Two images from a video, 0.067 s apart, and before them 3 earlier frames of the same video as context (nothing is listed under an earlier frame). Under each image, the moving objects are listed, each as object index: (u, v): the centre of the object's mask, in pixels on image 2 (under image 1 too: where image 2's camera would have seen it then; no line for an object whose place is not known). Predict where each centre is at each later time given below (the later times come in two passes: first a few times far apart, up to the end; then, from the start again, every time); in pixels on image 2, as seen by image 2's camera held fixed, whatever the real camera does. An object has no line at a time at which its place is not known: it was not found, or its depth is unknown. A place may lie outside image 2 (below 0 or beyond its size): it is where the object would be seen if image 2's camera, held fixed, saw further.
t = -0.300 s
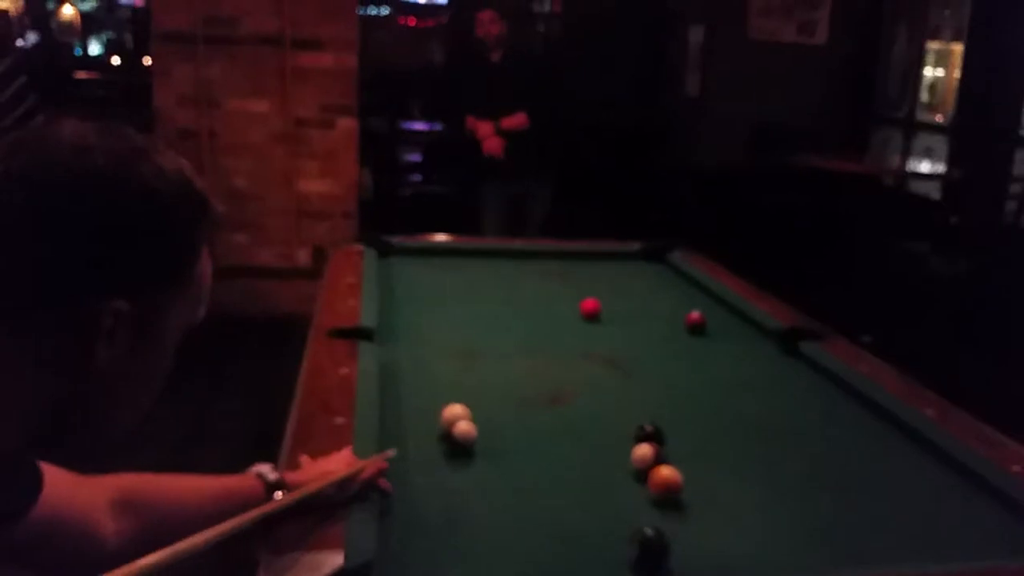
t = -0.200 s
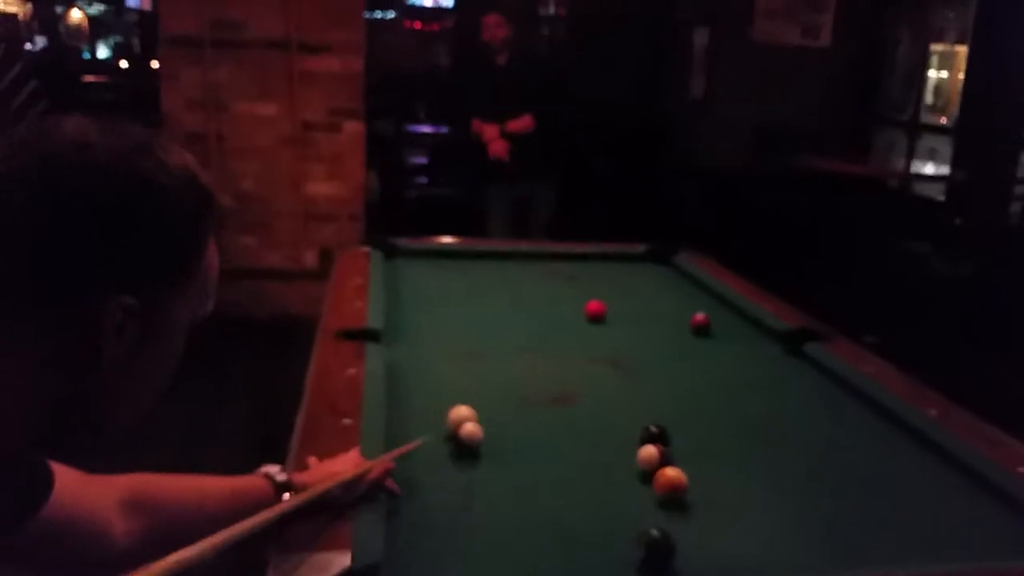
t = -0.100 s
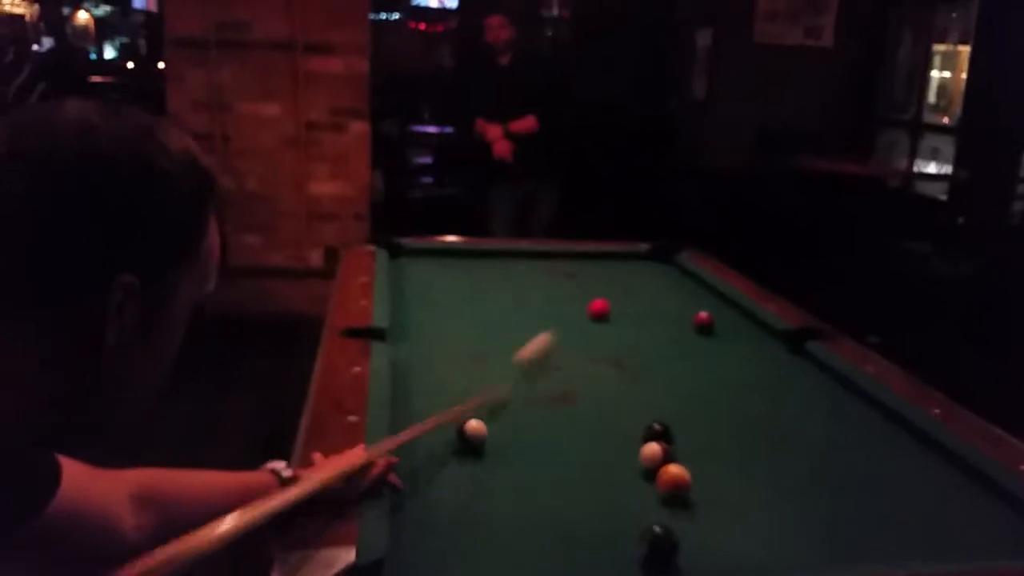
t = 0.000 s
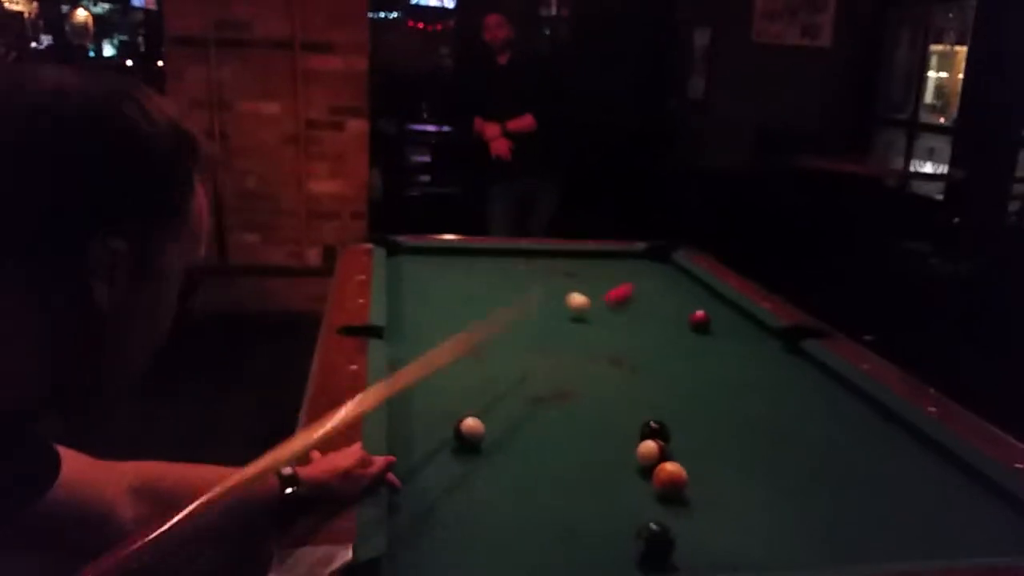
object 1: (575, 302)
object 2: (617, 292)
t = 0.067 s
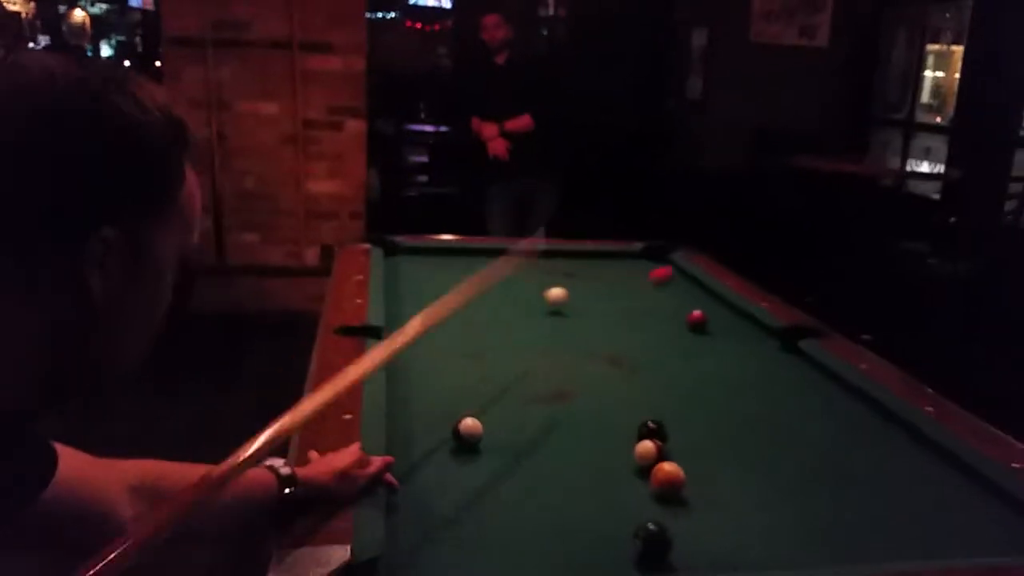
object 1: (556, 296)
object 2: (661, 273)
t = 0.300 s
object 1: (514, 281)
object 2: (560, 258)
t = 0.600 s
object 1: (440, 286)
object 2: (459, 254)
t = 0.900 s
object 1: (417, 297)
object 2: (398, 249)
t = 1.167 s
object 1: (454, 304)
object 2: (427, 251)
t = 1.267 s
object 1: (468, 306)
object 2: (435, 251)
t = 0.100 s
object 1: (547, 297)
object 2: (670, 265)
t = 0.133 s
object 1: (539, 294)
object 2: (651, 260)
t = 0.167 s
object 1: (532, 292)
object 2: (627, 255)
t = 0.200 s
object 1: (526, 290)
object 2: (608, 252)
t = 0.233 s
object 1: (522, 287)
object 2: (591, 253)
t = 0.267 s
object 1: (519, 284)
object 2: (575, 255)
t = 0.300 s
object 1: (514, 281)
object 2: (560, 258)
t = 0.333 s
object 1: (511, 278)
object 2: (545, 260)
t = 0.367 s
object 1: (507, 275)
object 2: (530, 262)
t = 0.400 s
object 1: (503, 272)
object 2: (516, 263)
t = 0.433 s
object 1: (495, 273)
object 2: (503, 262)
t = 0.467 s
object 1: (484, 275)
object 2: (493, 261)
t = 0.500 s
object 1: (473, 278)
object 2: (485, 260)
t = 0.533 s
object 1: (462, 281)
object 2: (476, 258)
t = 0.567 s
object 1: (450, 284)
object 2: (467, 256)
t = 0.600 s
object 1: (440, 286)
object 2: (459, 254)
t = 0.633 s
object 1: (429, 288)
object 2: (449, 253)
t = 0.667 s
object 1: (418, 289)
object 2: (440, 252)
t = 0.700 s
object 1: (408, 291)
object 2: (431, 250)
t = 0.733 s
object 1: (397, 293)
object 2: (421, 249)
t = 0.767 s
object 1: (396, 294)
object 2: (410, 249)
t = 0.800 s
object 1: (402, 295)
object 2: (400, 249)
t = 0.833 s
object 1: (407, 296)
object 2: (391, 249)
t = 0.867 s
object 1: (412, 296)
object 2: (392, 250)
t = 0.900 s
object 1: (417, 297)
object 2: (398, 249)
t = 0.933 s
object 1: (421, 298)
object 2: (403, 249)
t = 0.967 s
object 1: (426, 299)
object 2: (407, 248)
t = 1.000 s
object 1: (431, 300)
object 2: (412, 249)
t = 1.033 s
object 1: (435, 300)
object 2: (415, 249)
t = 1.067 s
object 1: (440, 301)
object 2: (418, 250)
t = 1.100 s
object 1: (445, 302)
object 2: (421, 250)
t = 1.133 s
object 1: (449, 303)
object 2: (423, 250)
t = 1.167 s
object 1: (454, 304)
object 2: (427, 251)
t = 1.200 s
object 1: (458, 304)
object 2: (429, 251)
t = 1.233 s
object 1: (463, 305)
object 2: (432, 251)
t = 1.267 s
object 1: (468, 306)
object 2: (435, 251)
